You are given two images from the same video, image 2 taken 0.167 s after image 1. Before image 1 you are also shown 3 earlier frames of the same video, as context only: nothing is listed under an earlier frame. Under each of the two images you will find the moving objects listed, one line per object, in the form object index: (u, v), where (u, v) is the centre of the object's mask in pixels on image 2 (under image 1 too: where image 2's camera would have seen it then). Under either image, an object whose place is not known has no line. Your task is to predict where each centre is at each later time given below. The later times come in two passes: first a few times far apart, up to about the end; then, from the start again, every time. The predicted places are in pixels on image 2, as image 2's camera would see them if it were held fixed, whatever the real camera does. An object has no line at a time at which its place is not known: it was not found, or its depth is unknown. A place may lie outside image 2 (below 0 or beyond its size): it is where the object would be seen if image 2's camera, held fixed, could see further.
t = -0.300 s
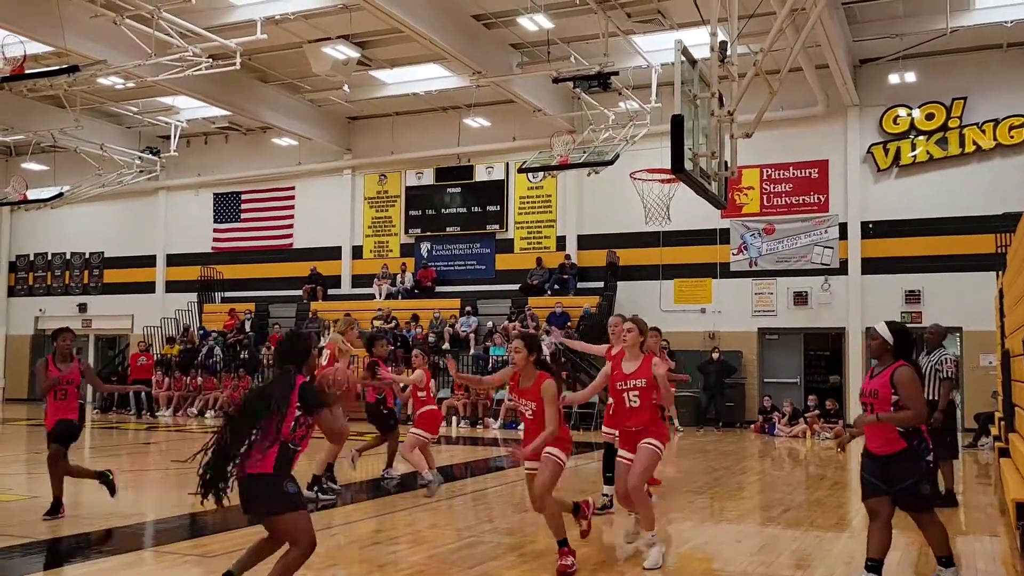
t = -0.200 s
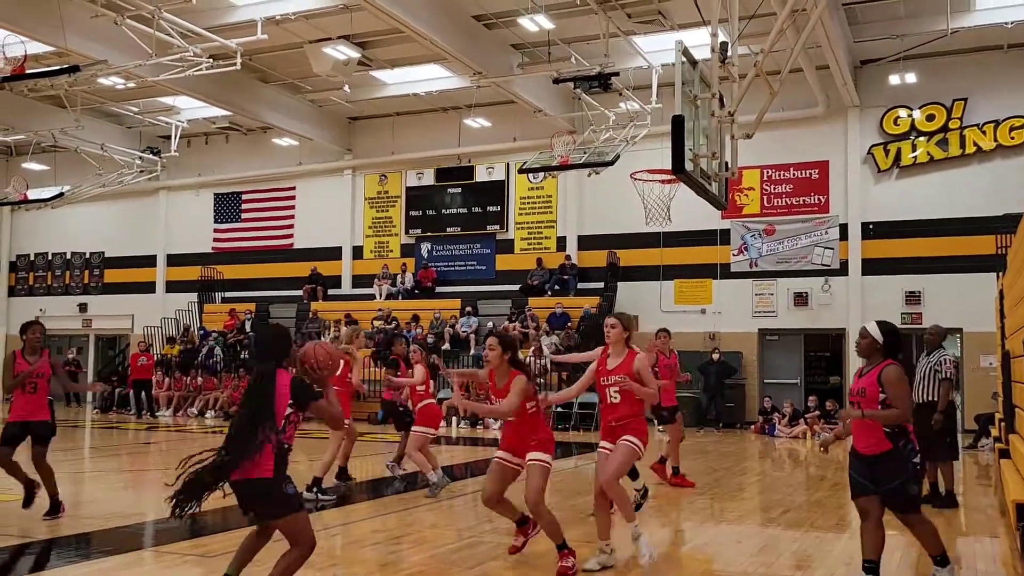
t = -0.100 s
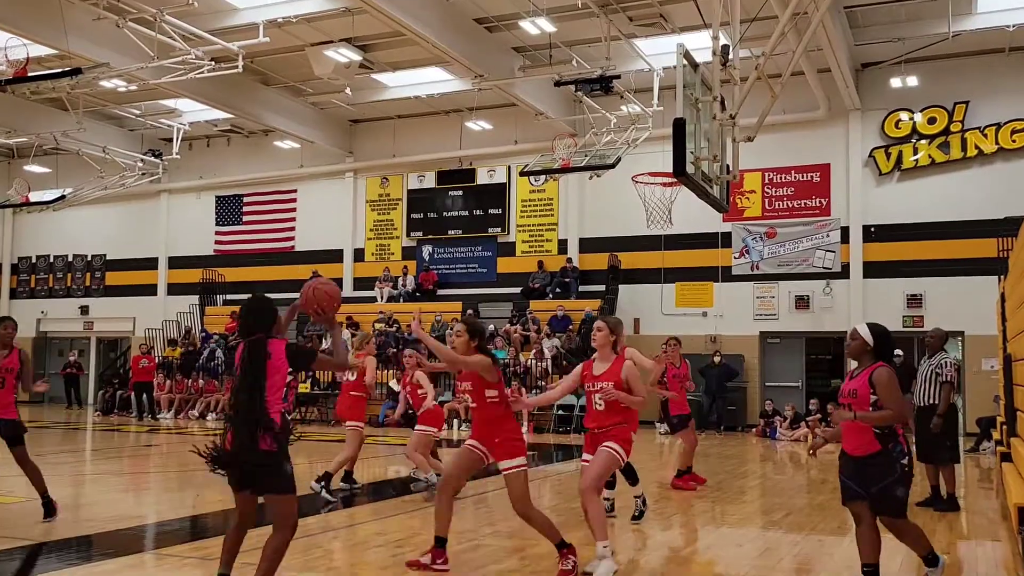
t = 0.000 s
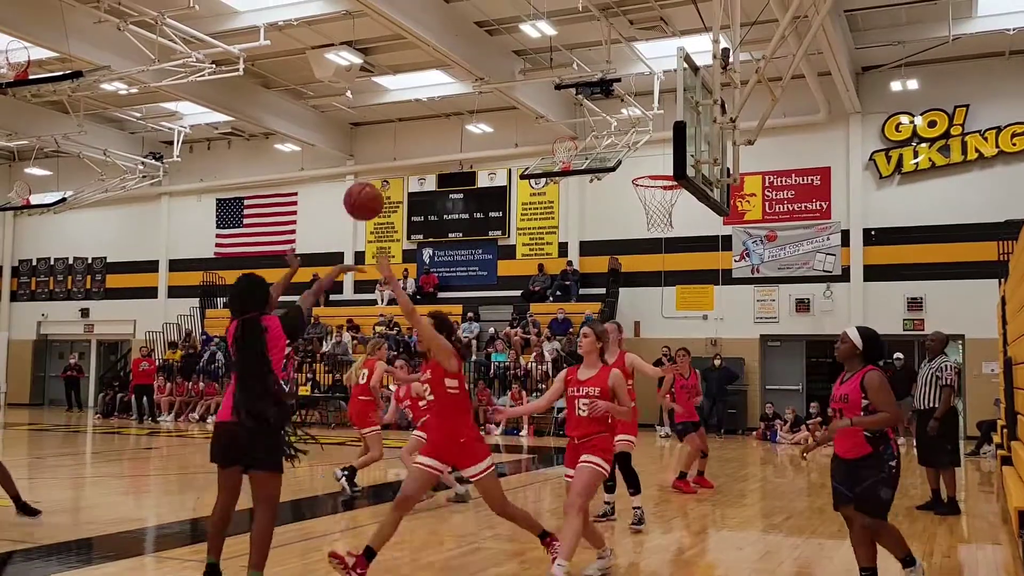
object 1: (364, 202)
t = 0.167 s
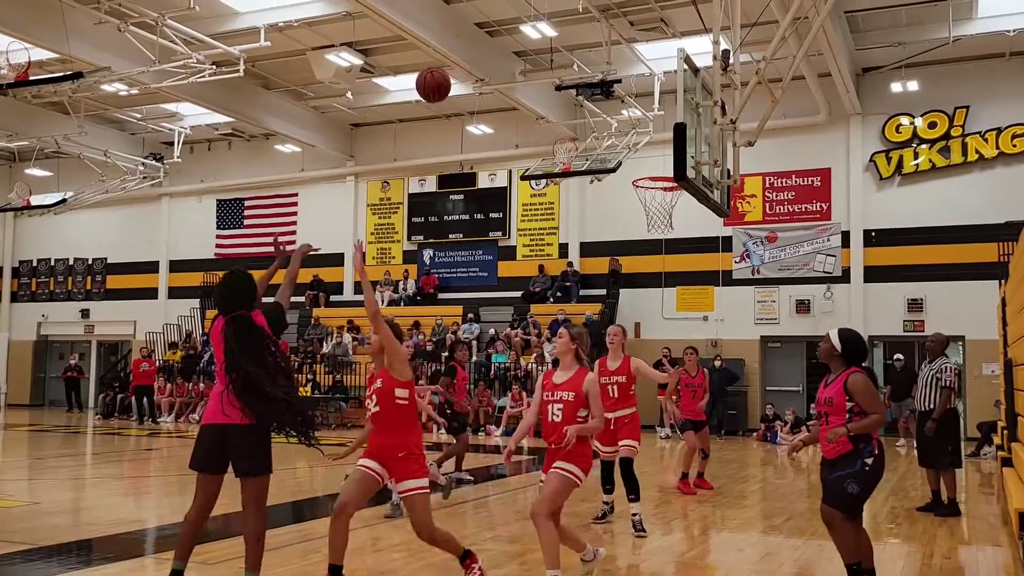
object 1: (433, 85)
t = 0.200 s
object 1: (446, 68)
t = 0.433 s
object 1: (518, 9)
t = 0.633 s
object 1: (568, 19)
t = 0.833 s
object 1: (610, 72)
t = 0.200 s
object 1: (446, 68)
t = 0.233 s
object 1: (457, 54)
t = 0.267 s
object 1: (468, 42)
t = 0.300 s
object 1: (479, 32)
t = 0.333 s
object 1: (489, 24)
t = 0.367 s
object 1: (499, 17)
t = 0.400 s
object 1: (509, 12)
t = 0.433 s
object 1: (518, 9)
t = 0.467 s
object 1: (527, 7)
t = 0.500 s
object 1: (536, 7)
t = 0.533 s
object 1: (544, 8)
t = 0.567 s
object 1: (553, 10)
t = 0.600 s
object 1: (560, 14)
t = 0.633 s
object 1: (568, 19)
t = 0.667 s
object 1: (575, 25)
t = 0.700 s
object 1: (582, 33)
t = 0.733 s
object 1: (589, 41)
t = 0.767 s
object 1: (596, 50)
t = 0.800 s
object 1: (603, 61)
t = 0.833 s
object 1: (610, 72)
